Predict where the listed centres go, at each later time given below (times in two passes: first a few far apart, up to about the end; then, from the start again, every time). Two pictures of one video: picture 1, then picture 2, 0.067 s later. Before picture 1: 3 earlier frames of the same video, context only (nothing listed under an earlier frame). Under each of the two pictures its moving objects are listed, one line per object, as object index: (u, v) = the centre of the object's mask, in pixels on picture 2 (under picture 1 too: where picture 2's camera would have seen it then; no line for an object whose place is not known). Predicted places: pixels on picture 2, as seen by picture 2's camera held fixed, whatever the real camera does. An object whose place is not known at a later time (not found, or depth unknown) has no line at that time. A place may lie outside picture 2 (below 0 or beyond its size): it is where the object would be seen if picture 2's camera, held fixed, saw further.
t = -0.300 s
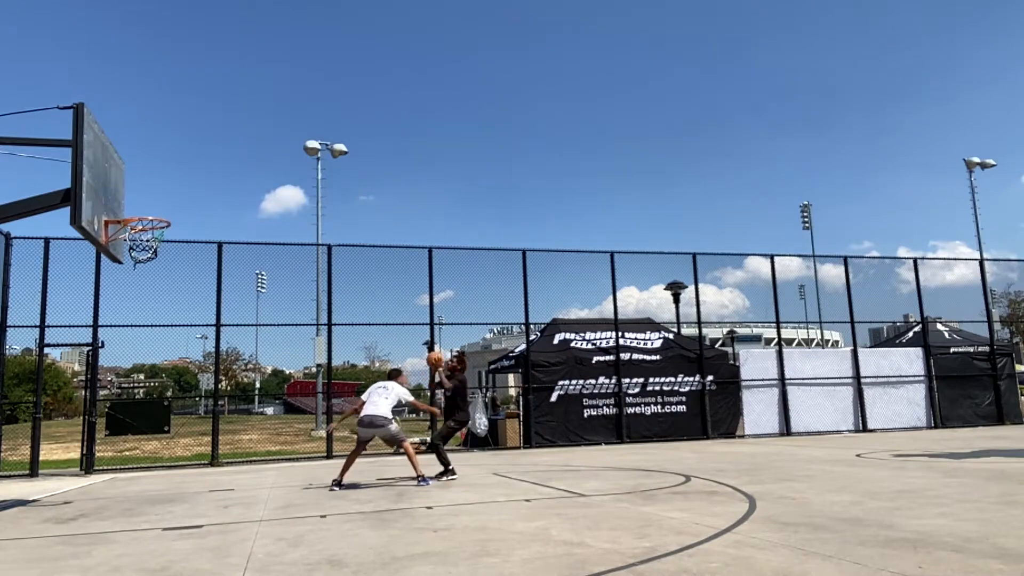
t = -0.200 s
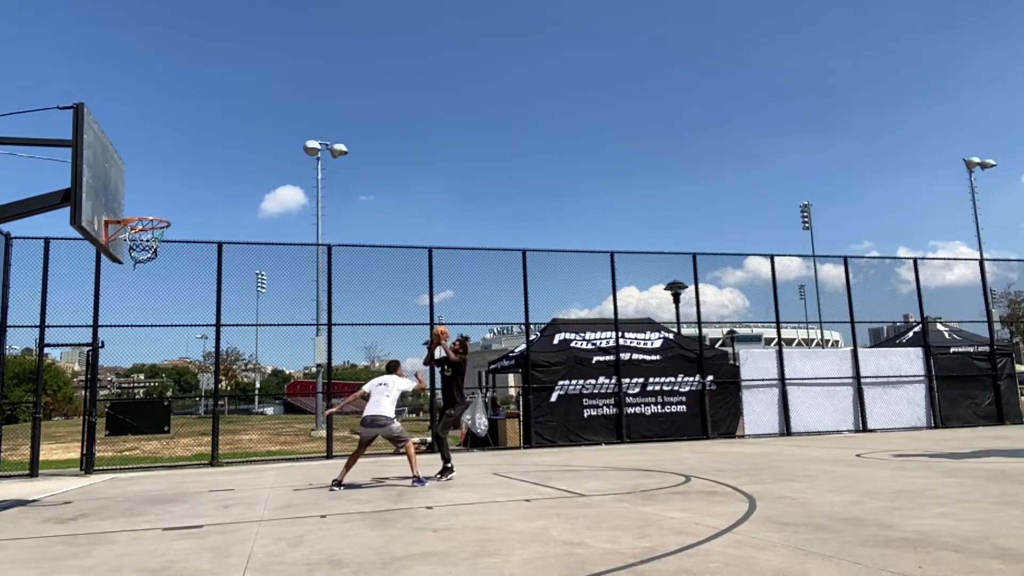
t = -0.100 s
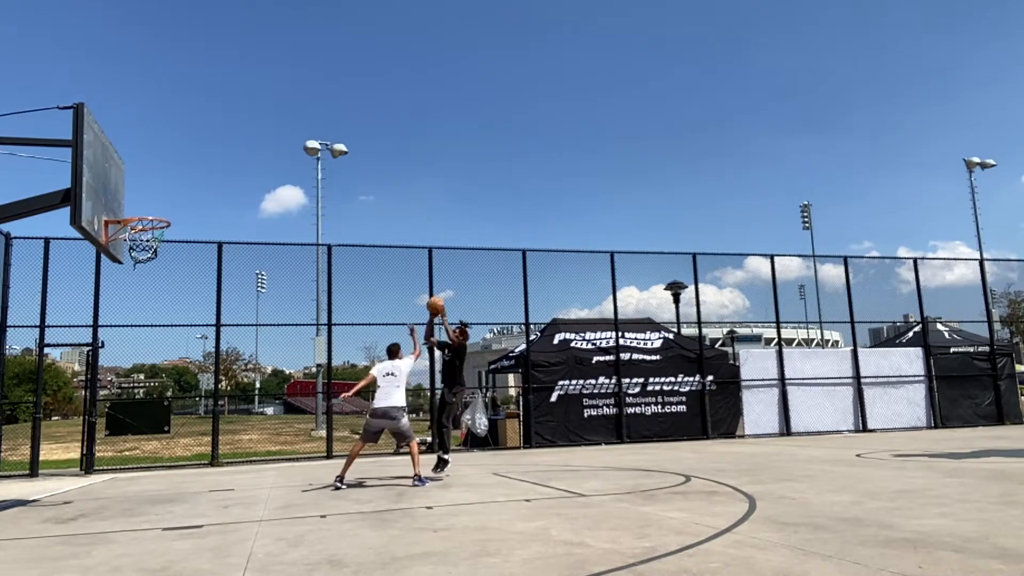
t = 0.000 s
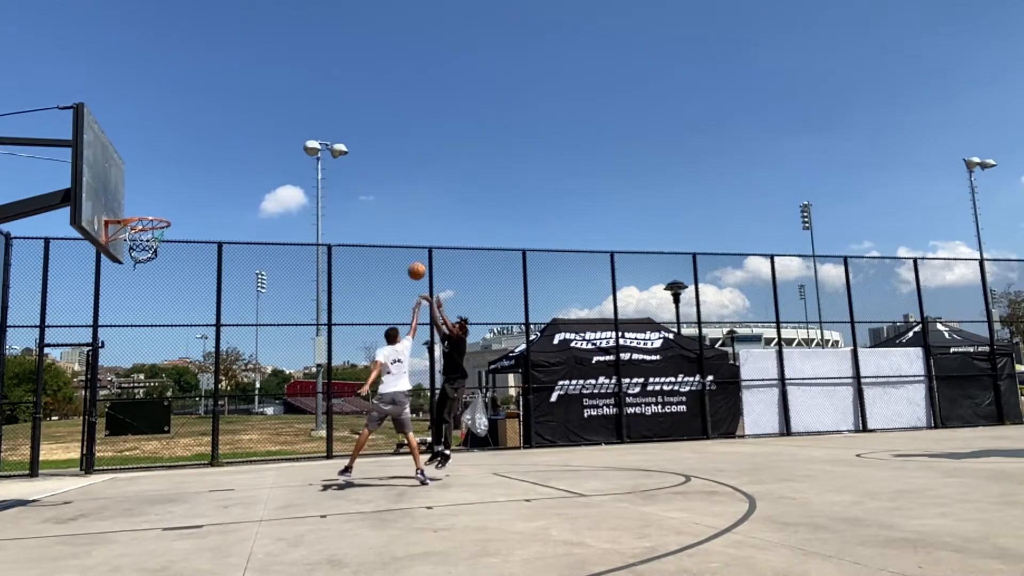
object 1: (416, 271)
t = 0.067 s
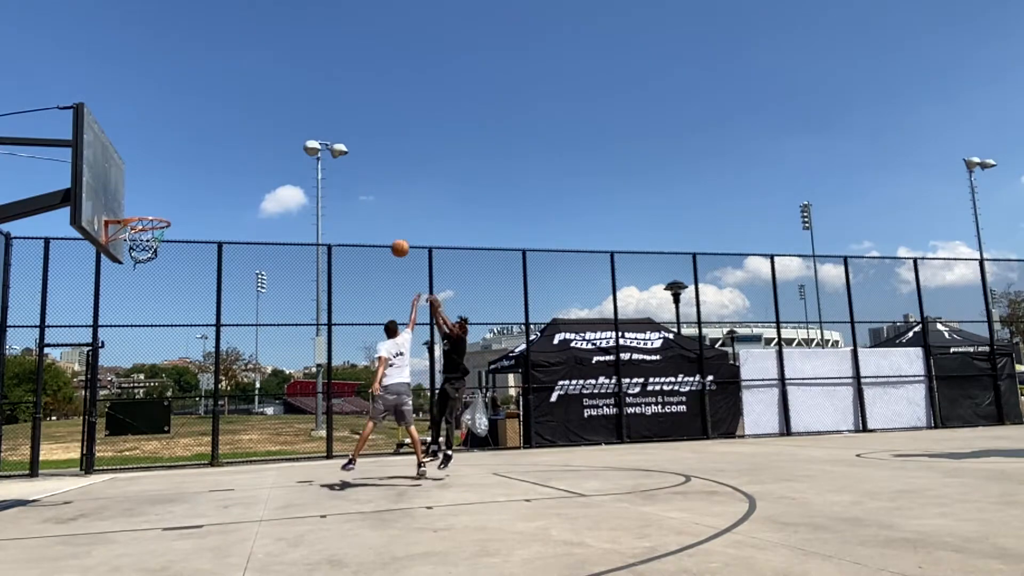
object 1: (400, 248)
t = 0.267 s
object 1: (347, 196)
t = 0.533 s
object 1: (271, 169)
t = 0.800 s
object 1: (183, 197)
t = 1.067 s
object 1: (153, 224)
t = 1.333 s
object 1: (137, 248)
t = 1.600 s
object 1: (149, 248)
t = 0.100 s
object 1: (391, 238)
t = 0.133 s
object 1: (383, 228)
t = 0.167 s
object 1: (374, 219)
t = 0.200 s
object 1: (365, 211)
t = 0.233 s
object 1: (356, 203)
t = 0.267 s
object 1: (347, 196)
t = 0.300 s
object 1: (338, 190)
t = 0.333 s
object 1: (330, 185)
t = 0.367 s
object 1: (320, 180)
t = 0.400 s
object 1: (311, 176)
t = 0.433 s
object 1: (301, 173)
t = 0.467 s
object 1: (292, 171)
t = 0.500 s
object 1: (282, 169)
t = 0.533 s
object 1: (271, 169)
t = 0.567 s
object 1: (261, 169)
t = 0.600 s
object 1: (251, 170)
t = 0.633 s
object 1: (240, 172)
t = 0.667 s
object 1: (229, 175)
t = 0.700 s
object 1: (218, 179)
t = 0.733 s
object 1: (207, 184)
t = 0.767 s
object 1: (195, 190)
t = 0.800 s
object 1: (183, 197)
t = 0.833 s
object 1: (171, 206)
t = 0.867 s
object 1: (160, 211)
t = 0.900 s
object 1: (148, 215)
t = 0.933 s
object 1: (136, 219)
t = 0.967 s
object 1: (137, 221)
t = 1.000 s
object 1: (141, 224)
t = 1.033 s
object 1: (146, 225)
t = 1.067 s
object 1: (153, 224)
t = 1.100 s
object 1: (157, 225)
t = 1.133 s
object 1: (151, 227)
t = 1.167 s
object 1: (146, 230)
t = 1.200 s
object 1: (139, 231)
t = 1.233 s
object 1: (136, 233)
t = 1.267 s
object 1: (136, 237)
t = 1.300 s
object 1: (137, 241)
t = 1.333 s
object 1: (137, 248)
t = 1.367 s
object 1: (138, 248)
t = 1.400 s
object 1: (141, 249)
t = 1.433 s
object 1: (143, 250)
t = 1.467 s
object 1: (144, 250)
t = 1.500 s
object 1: (146, 248)
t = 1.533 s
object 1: (147, 249)
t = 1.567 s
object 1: (147, 249)
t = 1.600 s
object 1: (149, 248)
